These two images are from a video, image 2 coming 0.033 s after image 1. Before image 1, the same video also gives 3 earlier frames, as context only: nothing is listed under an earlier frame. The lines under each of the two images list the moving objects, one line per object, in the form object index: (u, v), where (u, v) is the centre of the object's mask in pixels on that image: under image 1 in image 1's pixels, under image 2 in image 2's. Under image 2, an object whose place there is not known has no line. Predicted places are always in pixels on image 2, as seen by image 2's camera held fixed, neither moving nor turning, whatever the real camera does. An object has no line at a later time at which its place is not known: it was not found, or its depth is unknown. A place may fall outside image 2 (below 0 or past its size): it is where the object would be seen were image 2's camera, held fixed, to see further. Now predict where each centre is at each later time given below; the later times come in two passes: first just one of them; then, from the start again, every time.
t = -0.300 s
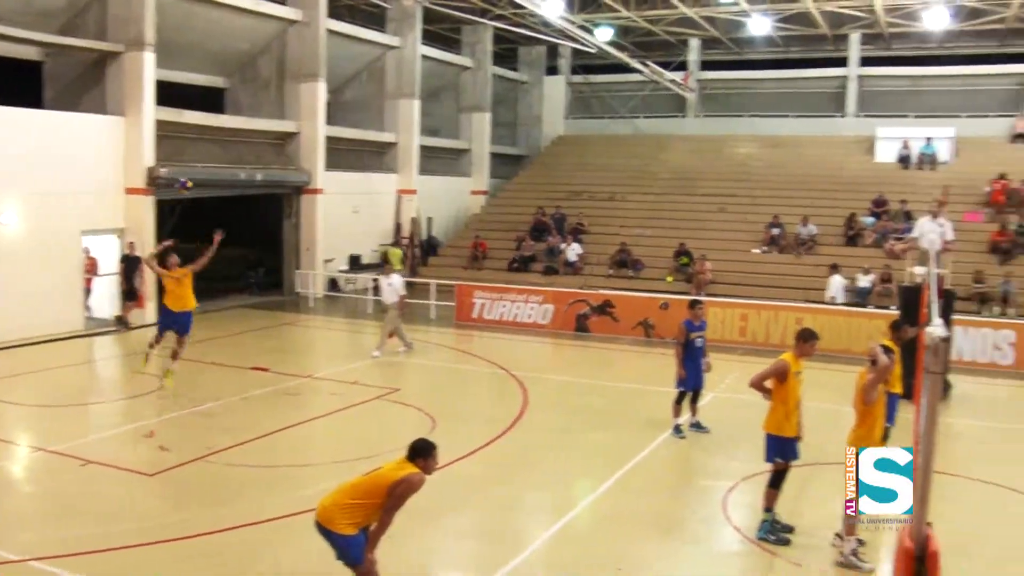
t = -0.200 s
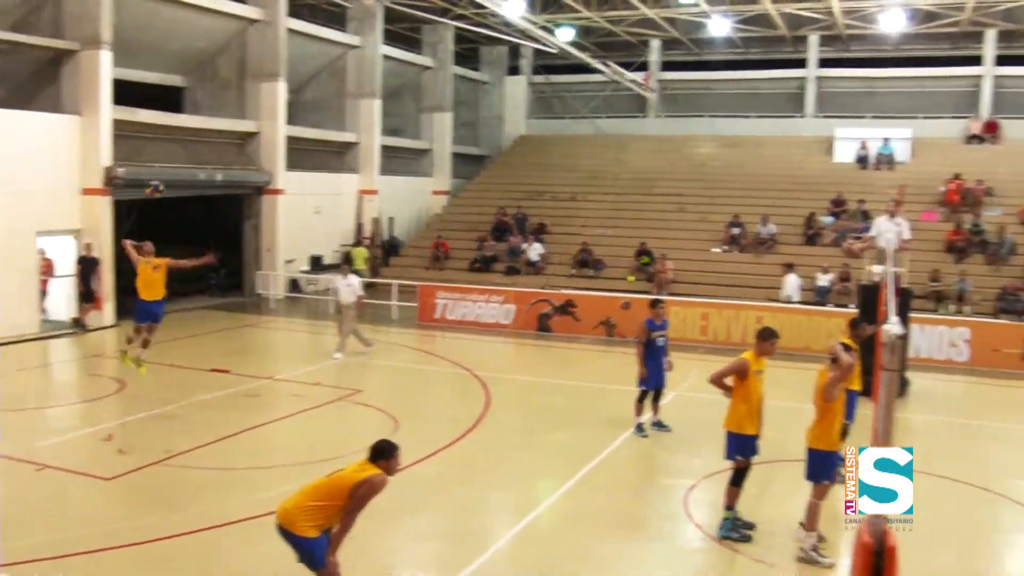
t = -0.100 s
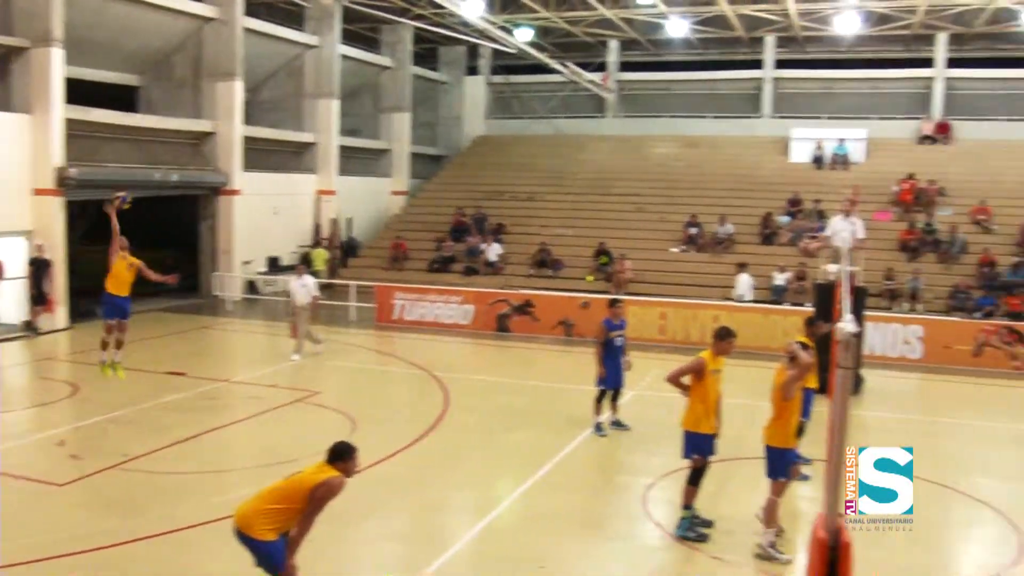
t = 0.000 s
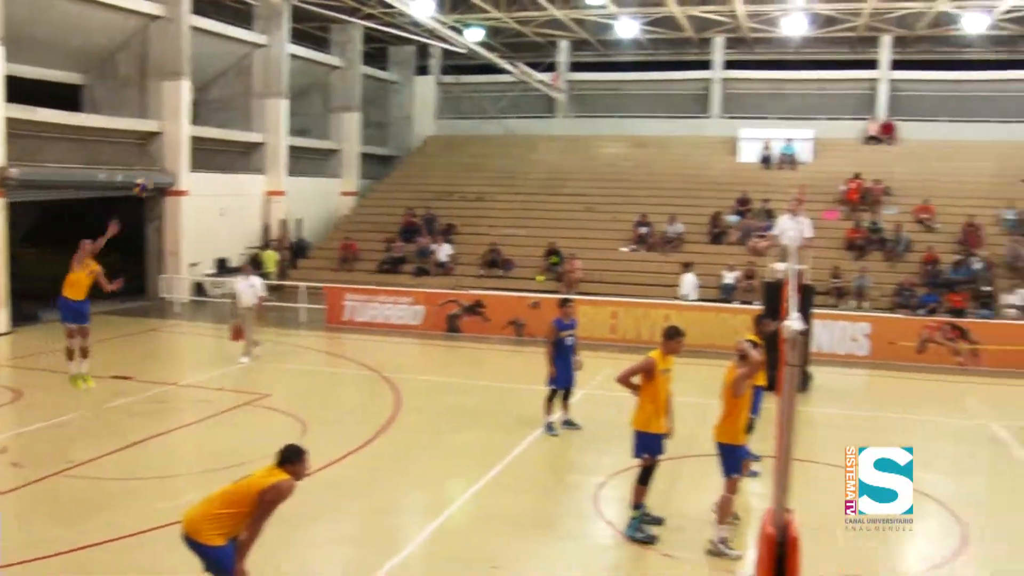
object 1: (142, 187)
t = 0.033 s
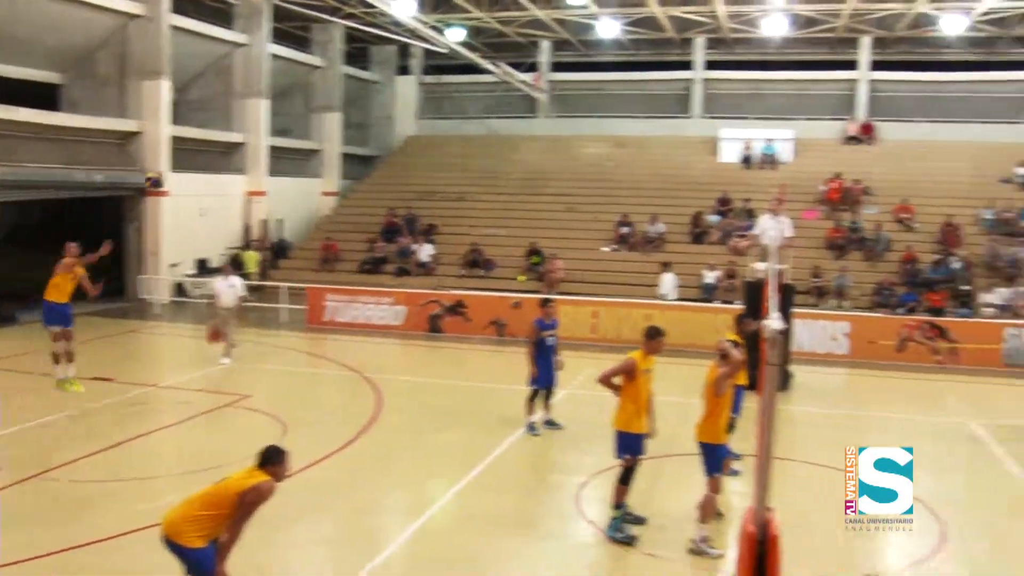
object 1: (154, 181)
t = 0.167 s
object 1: (291, 159)
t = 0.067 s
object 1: (187, 174)
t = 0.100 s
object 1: (220, 169)
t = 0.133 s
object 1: (255, 163)
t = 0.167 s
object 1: (291, 159)
